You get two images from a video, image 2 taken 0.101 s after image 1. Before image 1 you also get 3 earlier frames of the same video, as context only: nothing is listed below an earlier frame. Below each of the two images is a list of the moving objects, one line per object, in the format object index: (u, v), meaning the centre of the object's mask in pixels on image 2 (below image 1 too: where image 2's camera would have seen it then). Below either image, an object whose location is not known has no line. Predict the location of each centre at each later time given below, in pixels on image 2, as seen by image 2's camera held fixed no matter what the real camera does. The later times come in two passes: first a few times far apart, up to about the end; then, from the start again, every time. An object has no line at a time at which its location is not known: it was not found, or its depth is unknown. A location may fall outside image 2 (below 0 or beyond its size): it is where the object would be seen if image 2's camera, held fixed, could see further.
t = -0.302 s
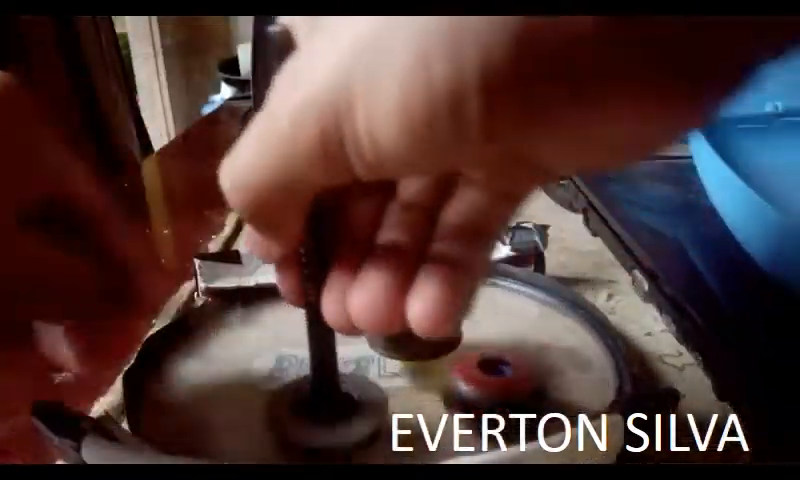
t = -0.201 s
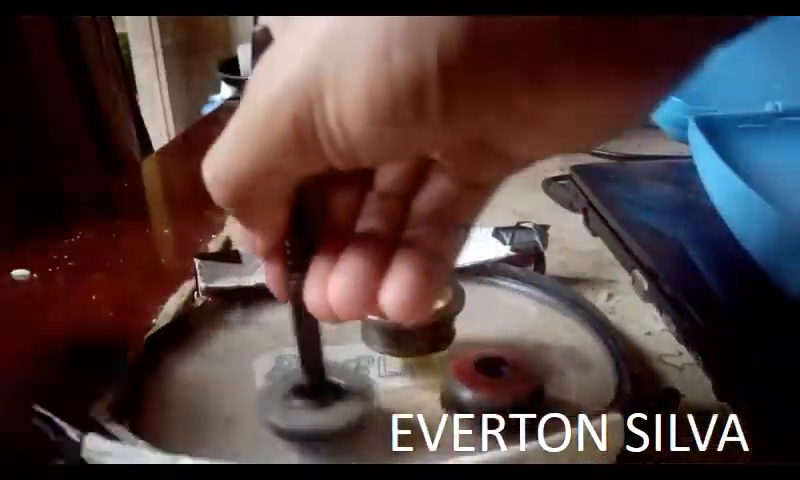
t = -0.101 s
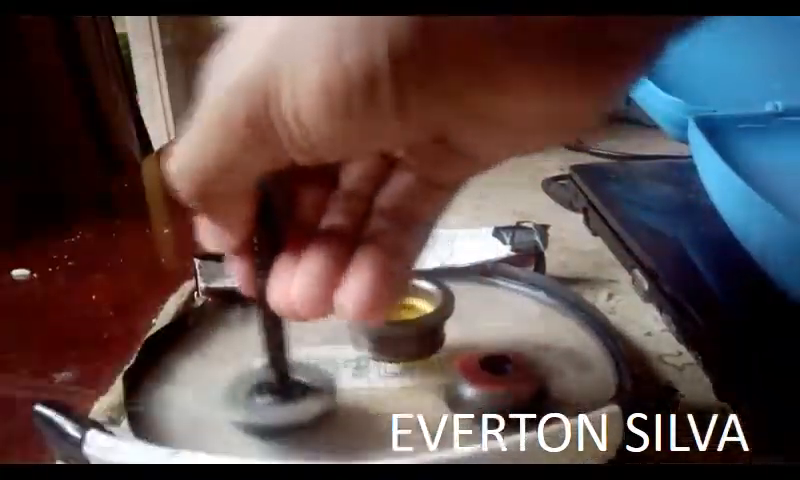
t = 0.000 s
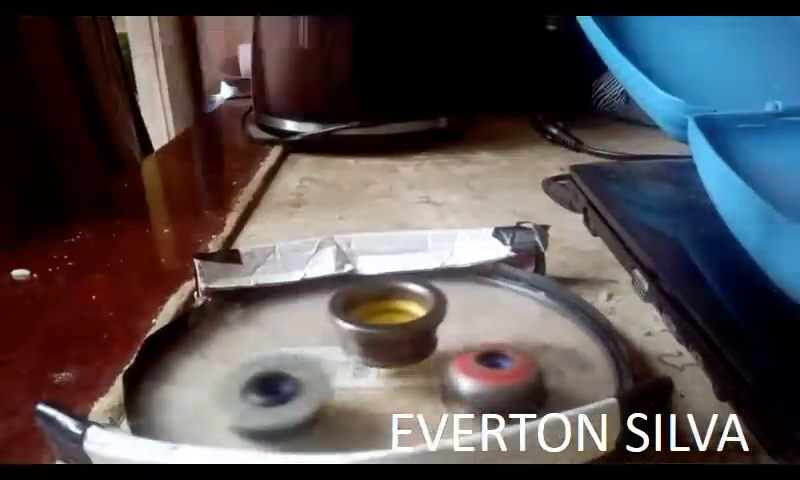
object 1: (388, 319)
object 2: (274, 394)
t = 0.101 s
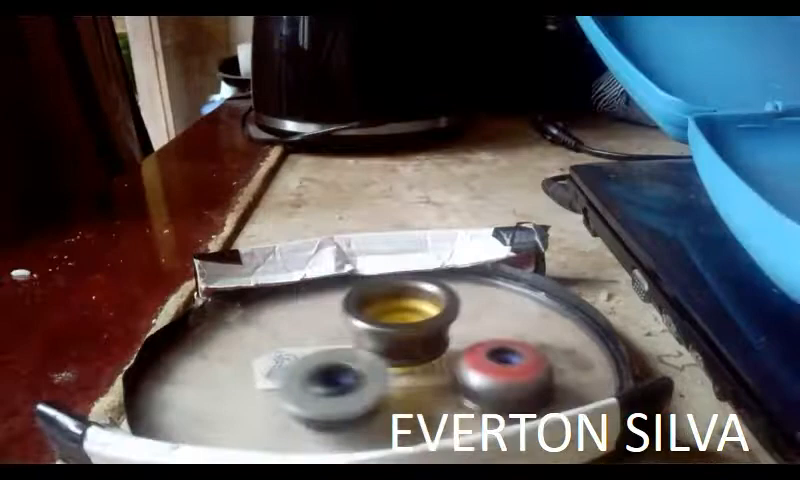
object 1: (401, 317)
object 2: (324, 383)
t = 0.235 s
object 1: (432, 302)
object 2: (428, 395)
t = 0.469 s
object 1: (465, 267)
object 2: (575, 367)
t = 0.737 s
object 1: (370, 253)
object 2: (472, 322)
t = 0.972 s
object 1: (300, 294)
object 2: (373, 342)
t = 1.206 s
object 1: (269, 322)
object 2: (404, 397)
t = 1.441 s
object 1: (261, 356)
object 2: (554, 380)
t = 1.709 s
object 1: (302, 365)
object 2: (471, 294)
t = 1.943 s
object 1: (355, 350)
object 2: (336, 277)
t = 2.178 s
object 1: (384, 343)
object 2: (207, 331)
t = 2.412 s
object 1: (402, 318)
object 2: (210, 412)
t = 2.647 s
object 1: (365, 301)
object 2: (371, 399)
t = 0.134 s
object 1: (411, 315)
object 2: (353, 389)
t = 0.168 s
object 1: (419, 312)
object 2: (374, 390)
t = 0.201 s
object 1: (424, 308)
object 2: (405, 392)
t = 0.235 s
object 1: (432, 302)
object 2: (428, 395)
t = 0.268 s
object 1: (439, 297)
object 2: (450, 395)
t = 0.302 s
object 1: (446, 293)
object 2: (469, 395)
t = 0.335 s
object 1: (451, 288)
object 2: (491, 393)
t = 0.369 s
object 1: (457, 282)
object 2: (513, 386)
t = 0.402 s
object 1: (461, 277)
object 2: (538, 384)
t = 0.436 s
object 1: (463, 272)
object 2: (558, 380)
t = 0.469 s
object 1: (465, 267)
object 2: (575, 367)
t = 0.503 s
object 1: (465, 261)
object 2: (573, 353)
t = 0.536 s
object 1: (462, 257)
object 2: (563, 342)
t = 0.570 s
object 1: (457, 252)
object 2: (547, 332)
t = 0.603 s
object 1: (446, 247)
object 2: (531, 325)
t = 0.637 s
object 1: (431, 244)
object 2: (515, 322)
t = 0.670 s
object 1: (409, 244)
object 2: (501, 319)
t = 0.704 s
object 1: (386, 248)
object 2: (486, 320)
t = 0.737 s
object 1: (370, 253)
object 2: (472, 322)
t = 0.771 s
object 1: (354, 258)
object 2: (457, 323)
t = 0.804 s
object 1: (342, 264)
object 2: (444, 325)
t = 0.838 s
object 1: (333, 269)
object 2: (429, 327)
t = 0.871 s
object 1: (323, 275)
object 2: (416, 330)
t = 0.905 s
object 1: (312, 282)
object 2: (403, 334)
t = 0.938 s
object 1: (306, 288)
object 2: (387, 337)
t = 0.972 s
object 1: (300, 294)
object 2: (373, 342)
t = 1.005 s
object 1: (291, 299)
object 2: (371, 350)
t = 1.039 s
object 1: (283, 304)
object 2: (369, 358)
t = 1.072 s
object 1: (277, 307)
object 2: (373, 367)
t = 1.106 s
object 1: (275, 310)
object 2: (376, 374)
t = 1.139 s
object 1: (273, 313)
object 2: (379, 383)
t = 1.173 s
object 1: (271, 318)
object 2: (390, 389)
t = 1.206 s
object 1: (269, 322)
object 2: (404, 397)
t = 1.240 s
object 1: (266, 327)
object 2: (419, 404)
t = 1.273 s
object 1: (264, 331)
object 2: (434, 405)
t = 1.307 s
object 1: (262, 336)
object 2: (451, 404)
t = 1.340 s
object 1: (260, 342)
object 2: (476, 399)
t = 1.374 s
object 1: (259, 348)
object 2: (506, 394)
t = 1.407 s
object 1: (259, 352)
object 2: (531, 389)
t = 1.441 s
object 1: (261, 356)
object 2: (554, 380)
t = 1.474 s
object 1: (264, 359)
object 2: (566, 372)
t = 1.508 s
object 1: (268, 362)
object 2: (567, 358)
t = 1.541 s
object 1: (273, 364)
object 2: (558, 343)
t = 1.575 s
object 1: (278, 365)
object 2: (547, 330)
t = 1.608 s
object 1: (283, 366)
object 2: (528, 315)
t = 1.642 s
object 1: (289, 366)
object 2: (511, 307)
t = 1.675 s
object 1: (295, 366)
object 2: (490, 299)
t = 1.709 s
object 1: (302, 365)
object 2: (471, 294)
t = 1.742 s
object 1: (310, 364)
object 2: (455, 290)
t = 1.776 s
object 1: (318, 363)
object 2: (438, 284)
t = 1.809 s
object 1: (326, 360)
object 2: (420, 280)
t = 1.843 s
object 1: (334, 358)
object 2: (399, 277)
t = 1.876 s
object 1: (343, 354)
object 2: (378, 274)
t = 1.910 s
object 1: (349, 351)
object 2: (359, 273)
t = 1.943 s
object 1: (355, 350)
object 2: (336, 277)
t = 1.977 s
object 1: (360, 349)
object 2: (315, 284)
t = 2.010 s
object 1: (365, 347)
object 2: (297, 292)
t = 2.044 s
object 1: (370, 346)
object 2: (279, 300)
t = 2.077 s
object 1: (373, 346)
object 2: (260, 305)
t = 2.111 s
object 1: (377, 345)
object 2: (241, 312)
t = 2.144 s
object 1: (381, 344)
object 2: (223, 320)
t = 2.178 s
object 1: (384, 343)
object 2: (207, 331)
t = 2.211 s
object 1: (387, 341)
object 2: (194, 342)
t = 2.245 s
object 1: (389, 337)
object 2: (181, 355)
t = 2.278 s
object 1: (392, 333)
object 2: (172, 369)
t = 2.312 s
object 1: (394, 327)
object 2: (176, 385)
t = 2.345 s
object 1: (401, 324)
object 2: (182, 396)
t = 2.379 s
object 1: (404, 320)
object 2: (194, 407)
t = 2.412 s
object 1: (402, 318)
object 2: (210, 412)
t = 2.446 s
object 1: (398, 316)
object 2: (239, 413)
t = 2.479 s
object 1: (395, 314)
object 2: (260, 412)
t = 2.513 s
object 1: (387, 312)
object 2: (282, 411)
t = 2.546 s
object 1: (380, 311)
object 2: (306, 408)
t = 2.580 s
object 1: (372, 308)
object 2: (329, 407)
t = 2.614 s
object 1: (367, 305)
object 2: (349, 404)
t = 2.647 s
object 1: (365, 301)
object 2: (371, 399)
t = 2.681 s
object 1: (363, 298)
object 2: (392, 397)
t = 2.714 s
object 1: (362, 297)
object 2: (414, 390)
